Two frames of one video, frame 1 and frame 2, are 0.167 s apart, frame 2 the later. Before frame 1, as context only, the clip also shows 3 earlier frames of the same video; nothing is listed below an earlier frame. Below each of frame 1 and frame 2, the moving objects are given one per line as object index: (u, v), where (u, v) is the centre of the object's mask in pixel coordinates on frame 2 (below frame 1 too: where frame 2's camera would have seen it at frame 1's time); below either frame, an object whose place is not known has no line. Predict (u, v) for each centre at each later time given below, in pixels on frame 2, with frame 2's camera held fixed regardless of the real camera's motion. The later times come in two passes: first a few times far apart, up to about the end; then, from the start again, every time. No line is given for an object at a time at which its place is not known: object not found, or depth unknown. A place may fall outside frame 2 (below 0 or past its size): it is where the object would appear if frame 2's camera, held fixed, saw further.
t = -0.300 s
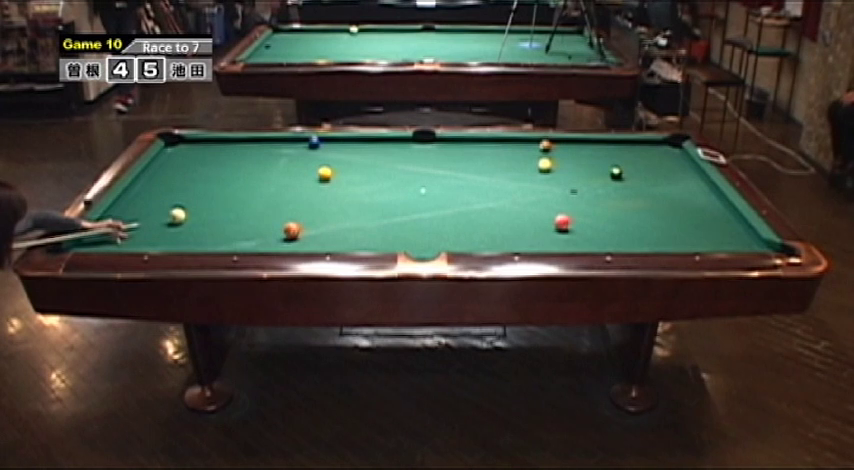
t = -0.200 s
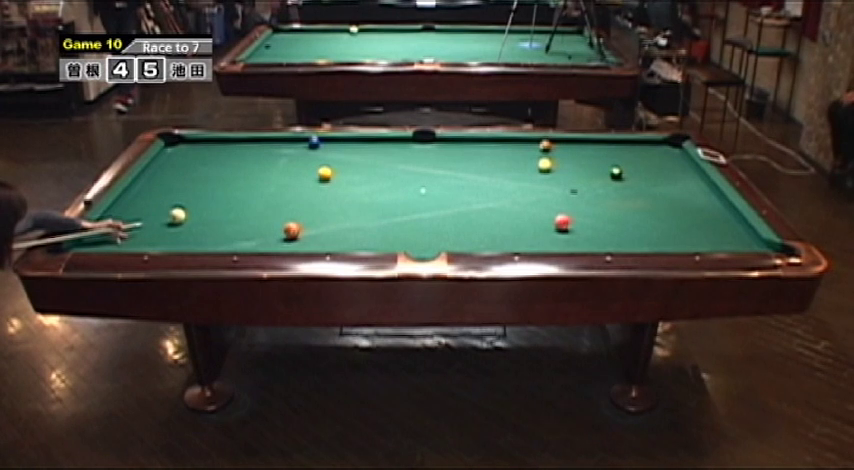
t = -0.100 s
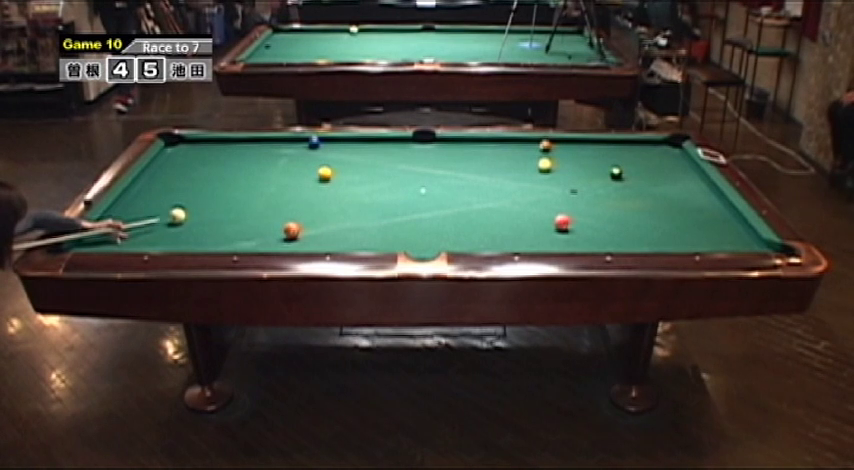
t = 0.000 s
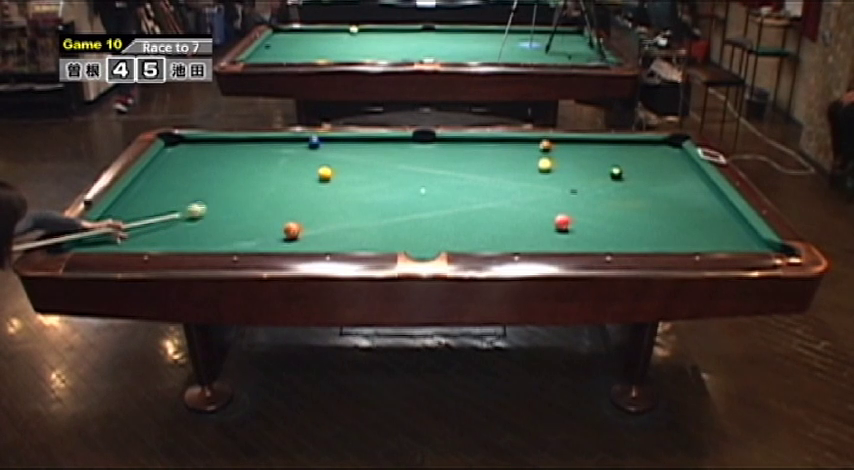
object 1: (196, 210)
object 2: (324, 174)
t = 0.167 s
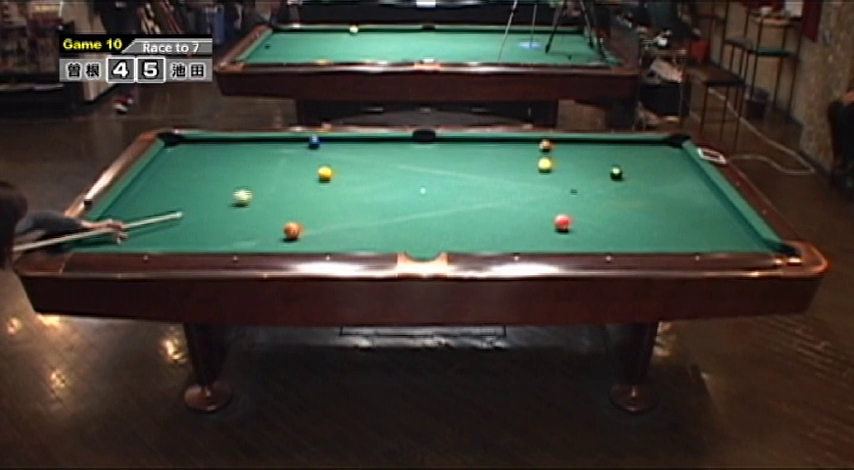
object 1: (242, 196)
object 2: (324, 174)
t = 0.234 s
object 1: (258, 192)
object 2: (324, 174)
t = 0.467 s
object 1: (310, 178)
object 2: (325, 174)
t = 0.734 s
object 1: (328, 175)
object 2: (359, 162)
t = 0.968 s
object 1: (342, 173)
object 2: (384, 154)
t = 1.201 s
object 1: (355, 172)
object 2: (407, 146)
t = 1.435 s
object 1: (366, 170)
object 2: (429, 139)
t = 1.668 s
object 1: (378, 169)
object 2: (420, 139)
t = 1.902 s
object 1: (387, 168)
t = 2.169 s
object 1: (397, 167)
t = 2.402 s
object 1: (405, 166)
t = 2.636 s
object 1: (412, 165)
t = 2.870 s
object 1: (418, 164)
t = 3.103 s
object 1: (422, 163)
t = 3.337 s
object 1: (426, 163)
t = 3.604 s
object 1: (430, 162)
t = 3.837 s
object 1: (432, 162)
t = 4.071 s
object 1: (432, 162)
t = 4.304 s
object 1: (432, 162)
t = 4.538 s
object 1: (432, 162)
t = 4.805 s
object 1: (432, 161)
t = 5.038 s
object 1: (432, 161)
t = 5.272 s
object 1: (432, 161)
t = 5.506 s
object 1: (432, 161)
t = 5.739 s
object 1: (432, 161)
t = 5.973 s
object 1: (432, 161)
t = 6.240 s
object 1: (432, 161)
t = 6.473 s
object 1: (432, 161)
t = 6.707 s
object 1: (432, 161)
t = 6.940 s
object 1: (432, 162)
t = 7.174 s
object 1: (432, 162)
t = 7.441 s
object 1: (432, 162)
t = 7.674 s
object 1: (432, 162)
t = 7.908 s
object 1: (432, 162)
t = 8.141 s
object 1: (432, 162)
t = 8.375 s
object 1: (432, 162)
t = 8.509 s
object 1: (432, 162)
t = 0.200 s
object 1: (250, 194)
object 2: (324, 174)
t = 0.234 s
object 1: (258, 192)
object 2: (324, 174)
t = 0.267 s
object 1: (266, 190)
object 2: (324, 174)
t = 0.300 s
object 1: (273, 188)
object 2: (325, 174)
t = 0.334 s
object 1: (281, 186)
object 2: (324, 174)
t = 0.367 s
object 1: (288, 184)
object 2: (325, 174)
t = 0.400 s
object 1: (296, 181)
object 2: (324, 174)
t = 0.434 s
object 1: (303, 179)
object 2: (325, 174)
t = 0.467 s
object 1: (310, 178)
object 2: (325, 174)
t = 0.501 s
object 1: (315, 176)
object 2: (328, 173)
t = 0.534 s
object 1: (316, 176)
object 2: (333, 171)
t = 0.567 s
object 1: (317, 176)
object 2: (338, 169)
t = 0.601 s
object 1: (319, 176)
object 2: (342, 168)
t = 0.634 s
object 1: (321, 176)
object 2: (347, 166)
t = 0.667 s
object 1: (324, 175)
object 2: (351, 165)
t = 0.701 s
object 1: (326, 175)
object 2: (354, 164)
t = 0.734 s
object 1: (328, 175)
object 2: (359, 162)
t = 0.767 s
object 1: (330, 175)
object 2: (362, 161)
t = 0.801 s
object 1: (332, 175)
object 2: (366, 160)
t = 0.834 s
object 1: (334, 174)
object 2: (370, 159)
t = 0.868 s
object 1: (336, 174)
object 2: (373, 158)
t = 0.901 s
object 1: (338, 174)
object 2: (377, 156)
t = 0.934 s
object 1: (340, 174)
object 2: (380, 155)
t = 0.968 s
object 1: (342, 173)
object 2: (384, 154)
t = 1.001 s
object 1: (344, 173)
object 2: (388, 153)
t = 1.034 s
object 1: (346, 173)
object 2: (391, 152)
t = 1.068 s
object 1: (347, 173)
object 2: (394, 151)
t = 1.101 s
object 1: (349, 173)
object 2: (397, 150)
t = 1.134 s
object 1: (351, 172)
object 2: (401, 149)
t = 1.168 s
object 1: (353, 172)
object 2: (404, 148)
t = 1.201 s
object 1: (355, 172)
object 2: (407, 146)
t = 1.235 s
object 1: (356, 171)
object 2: (410, 146)
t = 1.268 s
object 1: (358, 171)
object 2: (413, 144)
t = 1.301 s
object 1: (360, 171)
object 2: (417, 143)
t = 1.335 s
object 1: (362, 171)
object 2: (420, 142)
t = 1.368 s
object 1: (363, 171)
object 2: (423, 141)
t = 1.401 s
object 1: (365, 171)
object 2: (426, 140)
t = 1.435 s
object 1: (366, 170)
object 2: (429, 139)
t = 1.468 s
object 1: (368, 170)
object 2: (431, 138)
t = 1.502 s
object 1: (370, 170)
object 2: (430, 137)
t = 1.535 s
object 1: (371, 170)
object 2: (427, 138)
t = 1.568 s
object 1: (373, 170)
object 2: (425, 138)
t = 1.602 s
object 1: (374, 170)
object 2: (423, 138)
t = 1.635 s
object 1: (376, 169)
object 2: (421, 138)
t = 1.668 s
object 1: (378, 169)
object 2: (420, 139)
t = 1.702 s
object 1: (379, 169)
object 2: (419, 141)
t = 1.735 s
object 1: (381, 169)
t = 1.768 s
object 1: (382, 169)
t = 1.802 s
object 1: (383, 169)
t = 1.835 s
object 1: (384, 168)
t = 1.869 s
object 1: (386, 168)
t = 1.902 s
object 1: (387, 168)
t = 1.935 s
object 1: (388, 168)
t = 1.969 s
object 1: (390, 168)
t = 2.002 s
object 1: (391, 168)
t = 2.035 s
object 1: (392, 167)
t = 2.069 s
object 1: (394, 167)
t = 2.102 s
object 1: (395, 167)
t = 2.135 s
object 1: (396, 167)
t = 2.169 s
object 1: (397, 167)
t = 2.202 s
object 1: (398, 167)
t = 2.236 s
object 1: (399, 166)
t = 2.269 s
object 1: (400, 166)
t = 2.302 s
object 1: (401, 166)
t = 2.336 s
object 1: (403, 166)
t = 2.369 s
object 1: (404, 166)
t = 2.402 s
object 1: (405, 166)
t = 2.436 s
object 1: (406, 166)
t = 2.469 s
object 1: (407, 166)
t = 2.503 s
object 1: (408, 165)
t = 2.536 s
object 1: (409, 165)
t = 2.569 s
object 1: (410, 165)
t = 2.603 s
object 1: (411, 165)
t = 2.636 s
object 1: (412, 165)
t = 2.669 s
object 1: (412, 165)
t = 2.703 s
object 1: (413, 165)
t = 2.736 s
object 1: (414, 164)
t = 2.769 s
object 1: (415, 164)
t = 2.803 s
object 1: (416, 164)
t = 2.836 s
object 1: (417, 164)
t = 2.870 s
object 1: (418, 164)
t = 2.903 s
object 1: (418, 164)
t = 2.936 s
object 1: (419, 163)
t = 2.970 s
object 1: (419, 164)
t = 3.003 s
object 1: (420, 164)
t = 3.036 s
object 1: (421, 164)
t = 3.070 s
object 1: (422, 163)
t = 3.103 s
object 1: (422, 163)
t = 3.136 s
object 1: (423, 163)
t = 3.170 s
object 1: (423, 163)
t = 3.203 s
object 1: (424, 163)
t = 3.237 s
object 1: (425, 163)
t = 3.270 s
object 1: (425, 163)
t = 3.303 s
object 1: (426, 163)
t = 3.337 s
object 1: (426, 163)
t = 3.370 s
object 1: (427, 162)
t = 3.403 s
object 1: (427, 162)
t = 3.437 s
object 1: (428, 162)
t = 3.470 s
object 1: (428, 162)
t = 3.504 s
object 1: (428, 162)
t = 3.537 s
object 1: (429, 162)
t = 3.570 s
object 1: (429, 162)
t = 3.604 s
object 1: (430, 162)
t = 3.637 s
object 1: (430, 162)
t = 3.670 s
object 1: (430, 162)
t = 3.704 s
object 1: (431, 162)
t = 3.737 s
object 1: (431, 162)
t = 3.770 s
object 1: (431, 162)
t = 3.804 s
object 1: (431, 162)
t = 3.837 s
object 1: (432, 162)
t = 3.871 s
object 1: (432, 162)
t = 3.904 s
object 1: (432, 162)
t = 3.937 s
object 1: (432, 162)
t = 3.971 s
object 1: (432, 162)
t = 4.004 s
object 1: (432, 162)
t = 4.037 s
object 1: (432, 162)
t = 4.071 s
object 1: (432, 162)
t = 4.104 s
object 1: (432, 162)
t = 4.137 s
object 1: (432, 162)
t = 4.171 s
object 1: (432, 162)
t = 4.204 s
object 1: (432, 162)
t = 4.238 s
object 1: (432, 162)
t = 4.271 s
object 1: (432, 162)
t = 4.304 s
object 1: (432, 162)
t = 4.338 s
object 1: (432, 162)
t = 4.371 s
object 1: (432, 162)
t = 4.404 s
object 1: (432, 161)
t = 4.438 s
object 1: (433, 162)
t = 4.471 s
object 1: (432, 162)
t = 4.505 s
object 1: (432, 162)
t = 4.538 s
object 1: (432, 162)
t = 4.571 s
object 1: (432, 162)
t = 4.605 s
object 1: (432, 162)
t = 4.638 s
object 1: (432, 161)
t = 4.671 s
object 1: (432, 162)
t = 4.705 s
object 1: (432, 162)
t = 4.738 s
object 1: (432, 162)
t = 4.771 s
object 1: (432, 162)
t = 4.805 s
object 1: (432, 161)
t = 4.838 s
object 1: (432, 161)
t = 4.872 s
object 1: (432, 162)
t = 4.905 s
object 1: (432, 161)
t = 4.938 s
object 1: (432, 161)
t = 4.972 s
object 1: (432, 161)
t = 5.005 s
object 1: (432, 161)
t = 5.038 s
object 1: (432, 161)
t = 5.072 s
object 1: (432, 161)
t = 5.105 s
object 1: (432, 161)
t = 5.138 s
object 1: (432, 161)
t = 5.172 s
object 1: (432, 161)
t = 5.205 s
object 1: (432, 161)
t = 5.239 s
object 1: (432, 161)
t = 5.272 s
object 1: (432, 161)
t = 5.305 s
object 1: (432, 161)
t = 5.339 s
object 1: (432, 161)
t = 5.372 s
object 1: (432, 161)
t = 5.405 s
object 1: (432, 161)
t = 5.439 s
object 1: (432, 161)
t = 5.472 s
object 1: (432, 161)
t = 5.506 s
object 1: (432, 161)
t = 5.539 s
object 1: (432, 161)
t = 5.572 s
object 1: (432, 161)
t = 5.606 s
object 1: (432, 161)
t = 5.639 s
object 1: (432, 161)
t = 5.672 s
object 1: (432, 161)
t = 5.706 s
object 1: (432, 161)
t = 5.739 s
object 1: (432, 161)
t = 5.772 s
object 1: (432, 161)
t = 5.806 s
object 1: (432, 161)
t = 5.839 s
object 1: (432, 161)
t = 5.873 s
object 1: (432, 161)
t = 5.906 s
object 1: (432, 161)
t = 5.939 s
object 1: (432, 161)
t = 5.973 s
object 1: (432, 161)
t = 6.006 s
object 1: (432, 161)
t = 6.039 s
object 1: (432, 161)
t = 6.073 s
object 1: (432, 161)
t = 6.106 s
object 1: (432, 161)
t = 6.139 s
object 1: (432, 161)
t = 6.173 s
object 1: (432, 161)
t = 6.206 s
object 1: (432, 161)
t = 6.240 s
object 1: (432, 161)
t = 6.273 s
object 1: (432, 161)
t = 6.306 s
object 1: (432, 161)
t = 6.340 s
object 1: (432, 161)
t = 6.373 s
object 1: (432, 161)
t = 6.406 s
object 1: (432, 161)
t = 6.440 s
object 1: (432, 161)
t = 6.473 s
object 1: (432, 161)
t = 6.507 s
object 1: (432, 161)
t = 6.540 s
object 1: (432, 161)
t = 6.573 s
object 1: (432, 161)
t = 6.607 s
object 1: (432, 161)
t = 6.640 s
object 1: (432, 161)
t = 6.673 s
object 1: (432, 161)
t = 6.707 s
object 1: (432, 161)
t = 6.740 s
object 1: (432, 161)
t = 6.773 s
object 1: (432, 161)
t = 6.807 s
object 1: (432, 161)
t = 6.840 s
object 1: (432, 161)
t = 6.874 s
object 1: (432, 161)
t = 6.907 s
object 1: (432, 162)
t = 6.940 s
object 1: (432, 162)
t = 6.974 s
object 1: (432, 161)
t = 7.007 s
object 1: (432, 162)
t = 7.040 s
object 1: (432, 162)
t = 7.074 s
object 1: (432, 162)
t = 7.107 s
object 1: (432, 162)
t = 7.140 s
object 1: (432, 162)
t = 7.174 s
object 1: (432, 162)
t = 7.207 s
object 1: (432, 162)
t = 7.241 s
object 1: (432, 162)
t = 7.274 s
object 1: (432, 162)
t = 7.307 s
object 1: (432, 162)
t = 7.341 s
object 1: (432, 162)
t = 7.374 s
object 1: (432, 162)
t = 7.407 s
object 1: (432, 162)
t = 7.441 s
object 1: (432, 162)
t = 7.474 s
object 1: (432, 162)
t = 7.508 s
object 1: (432, 162)
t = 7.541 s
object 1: (432, 162)
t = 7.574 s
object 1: (432, 162)
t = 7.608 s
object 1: (432, 162)
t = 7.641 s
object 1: (432, 162)
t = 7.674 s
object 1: (432, 162)
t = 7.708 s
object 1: (432, 162)
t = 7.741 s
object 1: (432, 162)
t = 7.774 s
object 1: (432, 162)
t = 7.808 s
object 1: (432, 162)
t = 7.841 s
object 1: (432, 162)
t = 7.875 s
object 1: (432, 162)
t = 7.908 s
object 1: (432, 162)
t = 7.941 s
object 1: (432, 162)
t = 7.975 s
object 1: (432, 162)
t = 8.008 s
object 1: (432, 161)
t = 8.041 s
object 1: (432, 162)
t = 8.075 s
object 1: (432, 162)
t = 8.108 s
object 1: (432, 162)
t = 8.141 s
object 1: (432, 162)
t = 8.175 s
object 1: (432, 162)
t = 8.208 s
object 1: (432, 162)
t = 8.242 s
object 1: (432, 162)
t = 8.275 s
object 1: (432, 162)
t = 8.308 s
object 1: (432, 162)
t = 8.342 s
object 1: (432, 162)
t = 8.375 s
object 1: (432, 162)
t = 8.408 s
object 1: (432, 161)
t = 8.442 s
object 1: (432, 162)
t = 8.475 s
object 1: (432, 162)
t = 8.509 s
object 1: (432, 162)
